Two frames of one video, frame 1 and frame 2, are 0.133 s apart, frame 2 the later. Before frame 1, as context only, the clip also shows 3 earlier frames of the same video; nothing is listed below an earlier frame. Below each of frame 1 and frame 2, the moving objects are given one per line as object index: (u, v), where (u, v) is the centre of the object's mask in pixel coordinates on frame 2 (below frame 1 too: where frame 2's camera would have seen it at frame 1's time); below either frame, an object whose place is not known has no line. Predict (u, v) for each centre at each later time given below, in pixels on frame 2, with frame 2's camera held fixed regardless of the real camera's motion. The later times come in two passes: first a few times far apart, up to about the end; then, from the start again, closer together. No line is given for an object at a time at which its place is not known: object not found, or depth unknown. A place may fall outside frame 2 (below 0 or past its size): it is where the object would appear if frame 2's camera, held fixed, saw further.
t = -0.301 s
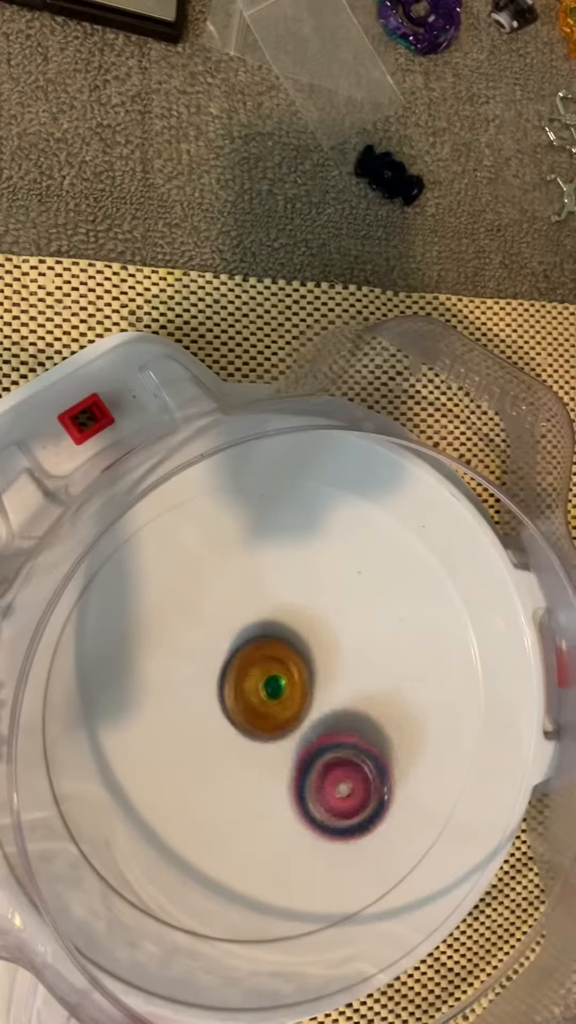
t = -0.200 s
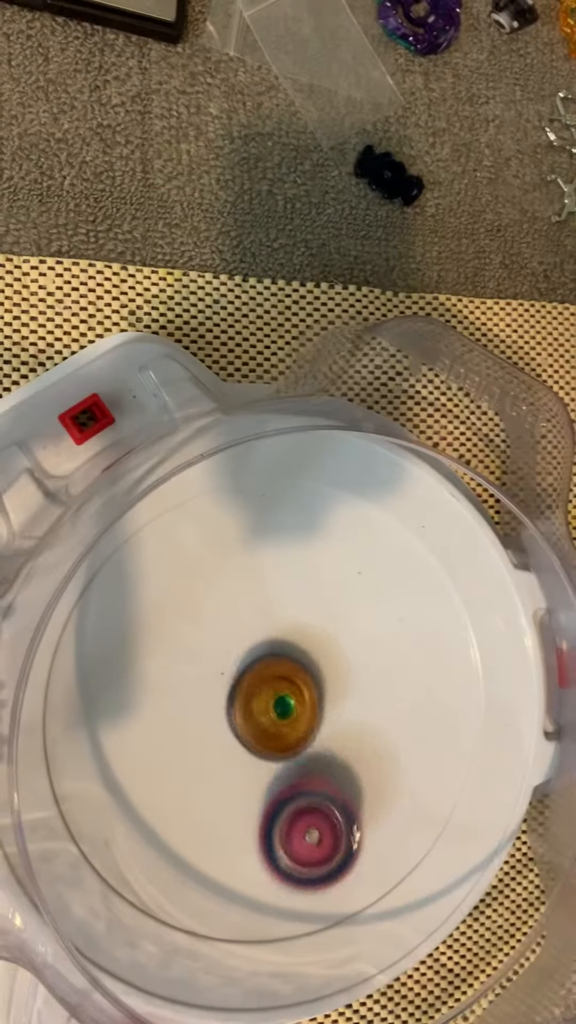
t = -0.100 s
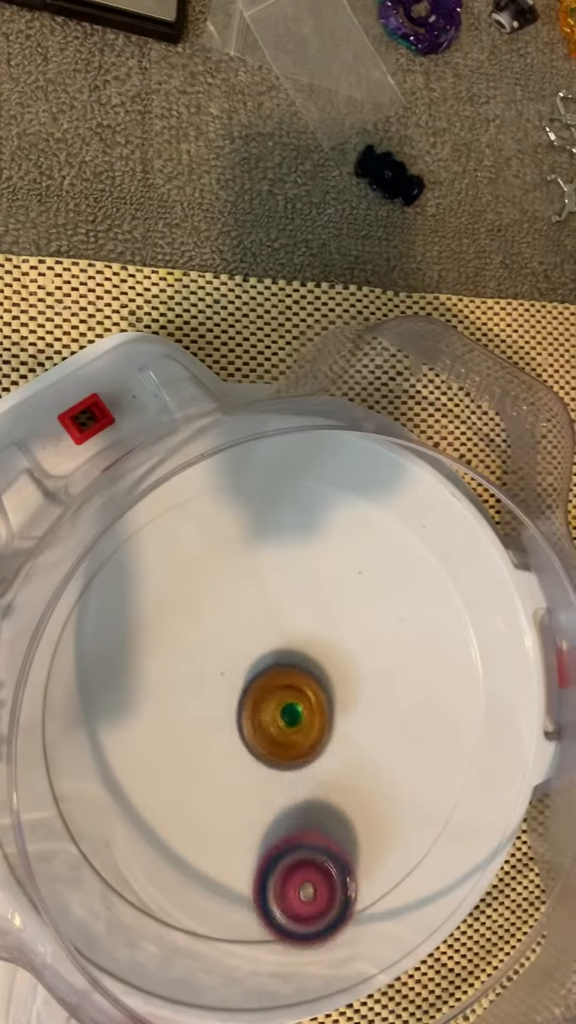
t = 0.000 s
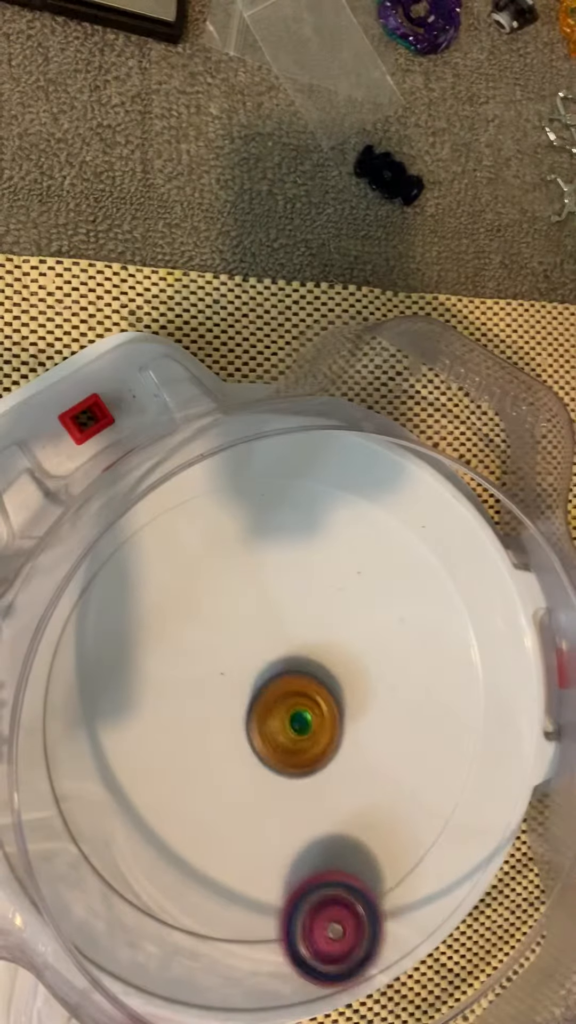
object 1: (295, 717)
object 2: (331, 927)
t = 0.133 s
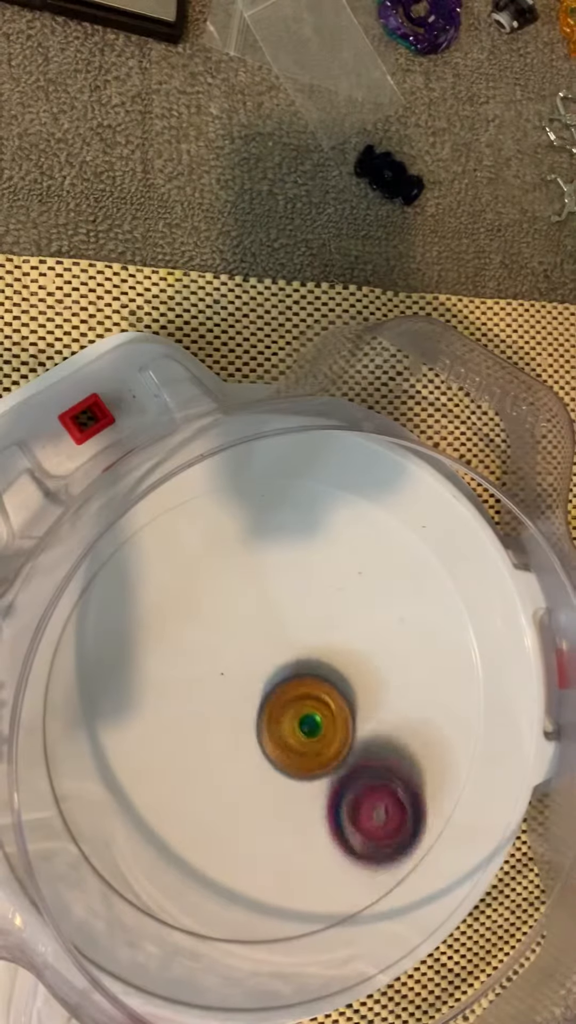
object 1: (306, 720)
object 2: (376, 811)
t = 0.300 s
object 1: (314, 645)
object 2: (301, 772)
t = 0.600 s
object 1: (337, 641)
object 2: (203, 902)
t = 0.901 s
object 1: (492, 562)
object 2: (152, 901)
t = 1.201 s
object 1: (179, 762)
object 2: (91, 866)
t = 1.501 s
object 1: (222, 719)
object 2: (44, 784)
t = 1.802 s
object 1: (258, 659)
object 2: (46, 674)
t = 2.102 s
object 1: (255, 678)
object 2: (162, 588)
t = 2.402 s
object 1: (259, 713)
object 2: (316, 574)
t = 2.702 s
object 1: (286, 730)
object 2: (332, 546)
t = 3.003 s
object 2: (398, 664)
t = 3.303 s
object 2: (401, 633)
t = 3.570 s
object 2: (472, 661)
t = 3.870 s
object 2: (335, 715)
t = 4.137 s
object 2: (341, 869)
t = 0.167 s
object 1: (308, 705)
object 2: (375, 793)
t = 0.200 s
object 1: (309, 687)
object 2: (365, 782)
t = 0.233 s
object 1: (310, 673)
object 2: (349, 773)
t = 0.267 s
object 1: (312, 659)
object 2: (327, 770)
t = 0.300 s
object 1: (314, 645)
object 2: (301, 772)
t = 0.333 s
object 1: (317, 634)
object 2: (271, 781)
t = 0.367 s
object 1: (320, 626)
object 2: (242, 793)
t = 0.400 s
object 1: (323, 621)
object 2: (216, 807)
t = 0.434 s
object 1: (326, 619)
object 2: (193, 826)
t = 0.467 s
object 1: (328, 619)
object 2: (174, 849)
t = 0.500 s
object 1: (329, 621)
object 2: (162, 874)
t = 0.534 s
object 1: (331, 625)
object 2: (155, 898)
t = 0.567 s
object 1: (334, 632)
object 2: (163, 912)
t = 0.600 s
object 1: (337, 641)
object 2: (203, 902)
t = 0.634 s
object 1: (340, 648)
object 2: (237, 887)
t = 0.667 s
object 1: (344, 657)
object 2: (264, 877)
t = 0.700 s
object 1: (346, 667)
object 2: (287, 861)
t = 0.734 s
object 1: (348, 676)
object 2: (303, 844)
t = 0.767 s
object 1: (350, 684)
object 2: (312, 821)
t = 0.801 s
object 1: (353, 686)
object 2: (312, 798)
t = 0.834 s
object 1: (418, 624)
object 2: (256, 833)
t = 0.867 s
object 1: (470, 578)
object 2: (199, 868)
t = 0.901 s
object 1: (492, 562)
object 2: (152, 901)
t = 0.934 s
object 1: (460, 574)
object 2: (136, 909)
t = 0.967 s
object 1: (414, 599)
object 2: (123, 911)
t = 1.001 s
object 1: (372, 622)
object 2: (112, 909)
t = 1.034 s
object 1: (331, 651)
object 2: (103, 912)
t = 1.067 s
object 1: (290, 682)
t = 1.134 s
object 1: (229, 731)
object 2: (99, 884)
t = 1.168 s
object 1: (199, 751)
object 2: (98, 873)
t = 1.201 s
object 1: (179, 762)
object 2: (91, 866)
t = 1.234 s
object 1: (176, 762)
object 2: (76, 865)
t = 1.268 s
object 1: (174, 760)
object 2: (65, 862)
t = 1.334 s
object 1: (179, 752)
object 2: (56, 839)
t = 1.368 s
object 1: (184, 747)
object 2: (53, 827)
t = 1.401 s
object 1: (191, 741)
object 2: (50, 816)
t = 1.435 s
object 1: (201, 735)
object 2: (48, 805)
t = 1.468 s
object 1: (212, 728)
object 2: (46, 795)
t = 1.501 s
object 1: (222, 719)
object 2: (44, 784)
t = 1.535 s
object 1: (232, 709)
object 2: (42, 773)
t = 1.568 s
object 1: (241, 698)
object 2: (40, 761)
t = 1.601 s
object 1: (248, 687)
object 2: (40, 750)
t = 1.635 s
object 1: (254, 678)
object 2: (33, 737)
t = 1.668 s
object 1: (258, 671)
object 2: (33, 725)
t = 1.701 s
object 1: (259, 665)
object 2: (34, 712)
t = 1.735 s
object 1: (260, 662)
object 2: (37, 700)
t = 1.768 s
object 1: (259, 659)
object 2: (40, 686)
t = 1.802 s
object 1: (258, 659)
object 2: (46, 674)
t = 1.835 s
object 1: (258, 659)
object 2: (54, 659)
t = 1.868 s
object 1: (258, 661)
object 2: (65, 641)
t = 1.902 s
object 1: (257, 662)
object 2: (86, 626)
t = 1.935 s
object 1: (256, 664)
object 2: (93, 607)
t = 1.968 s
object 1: (254, 667)
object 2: (109, 596)
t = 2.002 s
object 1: (253, 670)
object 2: (120, 588)
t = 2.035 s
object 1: (253, 673)
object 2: (133, 586)
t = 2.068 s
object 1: (254, 675)
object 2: (147, 588)
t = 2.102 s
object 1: (255, 678)
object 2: (162, 588)
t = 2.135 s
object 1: (257, 681)
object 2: (176, 591)
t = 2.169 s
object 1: (257, 684)
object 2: (193, 592)
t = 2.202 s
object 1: (258, 688)
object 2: (210, 593)
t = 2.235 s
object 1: (258, 692)
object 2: (229, 592)
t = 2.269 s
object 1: (258, 696)
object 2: (248, 591)
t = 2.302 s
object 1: (258, 699)
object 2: (266, 589)
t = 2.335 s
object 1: (258, 703)
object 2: (284, 584)
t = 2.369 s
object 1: (258, 708)
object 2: (300, 580)
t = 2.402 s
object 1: (259, 713)
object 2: (316, 574)
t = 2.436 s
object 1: (260, 717)
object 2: (328, 568)
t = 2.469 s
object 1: (261, 721)
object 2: (337, 562)
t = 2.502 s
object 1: (263, 724)
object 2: (345, 554)
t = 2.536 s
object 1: (266, 727)
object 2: (349, 550)
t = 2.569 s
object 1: (269, 729)
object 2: (352, 543)
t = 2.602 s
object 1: (273, 730)
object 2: (351, 538)
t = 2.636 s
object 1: (277, 731)
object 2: (347, 537)
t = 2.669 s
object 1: (281, 731)
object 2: (341, 538)
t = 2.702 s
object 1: (286, 730)
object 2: (332, 546)
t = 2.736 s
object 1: (290, 729)
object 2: (323, 558)
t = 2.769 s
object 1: (294, 728)
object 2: (317, 577)
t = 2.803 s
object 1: (297, 726)
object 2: (315, 595)
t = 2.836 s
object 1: (300, 726)
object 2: (315, 621)
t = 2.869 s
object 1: (295, 736)
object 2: (326, 635)
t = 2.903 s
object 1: (287, 745)
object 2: (343, 644)
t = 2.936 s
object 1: (279, 752)
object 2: (361, 654)
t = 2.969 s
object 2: (380, 661)
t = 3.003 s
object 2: (398, 664)
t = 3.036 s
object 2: (415, 665)
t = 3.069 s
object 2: (429, 662)
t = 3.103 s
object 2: (442, 657)
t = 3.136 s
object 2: (449, 650)
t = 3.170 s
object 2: (450, 641)
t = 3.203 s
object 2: (445, 633)
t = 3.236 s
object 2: (434, 629)
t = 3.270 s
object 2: (419, 629)
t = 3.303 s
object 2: (401, 633)
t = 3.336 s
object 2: (382, 644)
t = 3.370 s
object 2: (364, 657)
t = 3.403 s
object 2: (360, 668)
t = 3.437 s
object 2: (402, 670)
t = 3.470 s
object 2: (435, 673)
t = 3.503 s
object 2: (461, 671)
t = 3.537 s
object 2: (480, 668)
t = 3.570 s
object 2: (472, 661)
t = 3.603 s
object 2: (453, 653)
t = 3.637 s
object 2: (430, 647)
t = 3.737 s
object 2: (379, 653)
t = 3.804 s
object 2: (354, 676)
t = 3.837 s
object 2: (343, 694)
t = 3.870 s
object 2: (335, 715)
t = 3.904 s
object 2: (329, 736)
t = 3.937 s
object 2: (325, 758)
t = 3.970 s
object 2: (322, 782)
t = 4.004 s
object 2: (322, 802)
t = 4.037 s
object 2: (324, 822)
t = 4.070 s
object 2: (327, 840)
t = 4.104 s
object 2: (333, 856)
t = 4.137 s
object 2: (341, 869)
